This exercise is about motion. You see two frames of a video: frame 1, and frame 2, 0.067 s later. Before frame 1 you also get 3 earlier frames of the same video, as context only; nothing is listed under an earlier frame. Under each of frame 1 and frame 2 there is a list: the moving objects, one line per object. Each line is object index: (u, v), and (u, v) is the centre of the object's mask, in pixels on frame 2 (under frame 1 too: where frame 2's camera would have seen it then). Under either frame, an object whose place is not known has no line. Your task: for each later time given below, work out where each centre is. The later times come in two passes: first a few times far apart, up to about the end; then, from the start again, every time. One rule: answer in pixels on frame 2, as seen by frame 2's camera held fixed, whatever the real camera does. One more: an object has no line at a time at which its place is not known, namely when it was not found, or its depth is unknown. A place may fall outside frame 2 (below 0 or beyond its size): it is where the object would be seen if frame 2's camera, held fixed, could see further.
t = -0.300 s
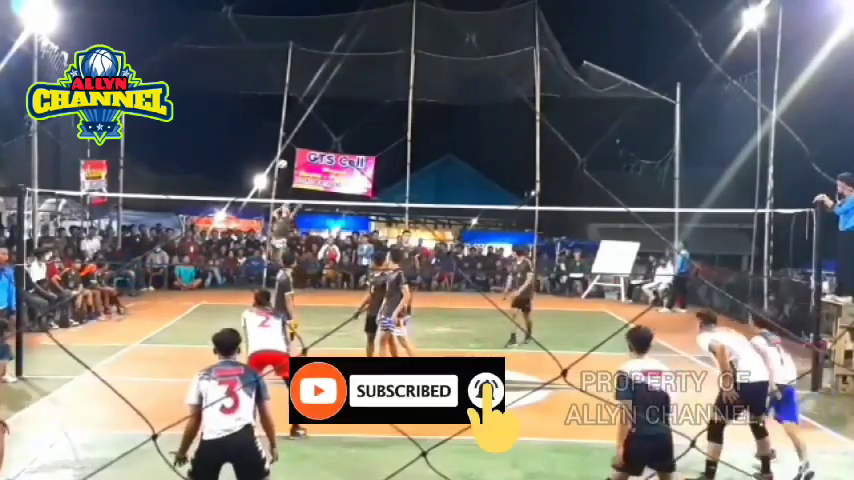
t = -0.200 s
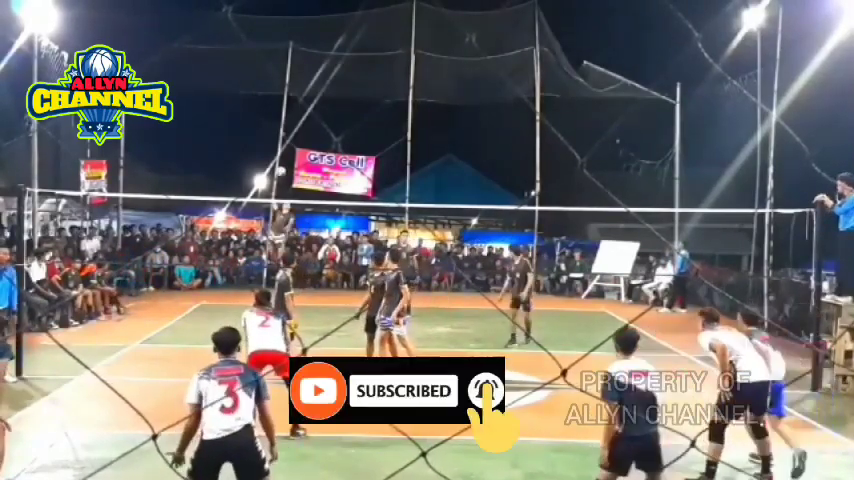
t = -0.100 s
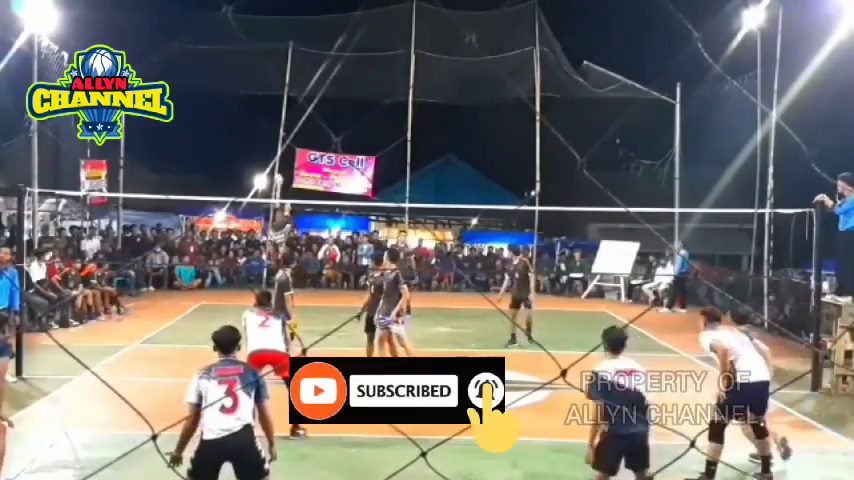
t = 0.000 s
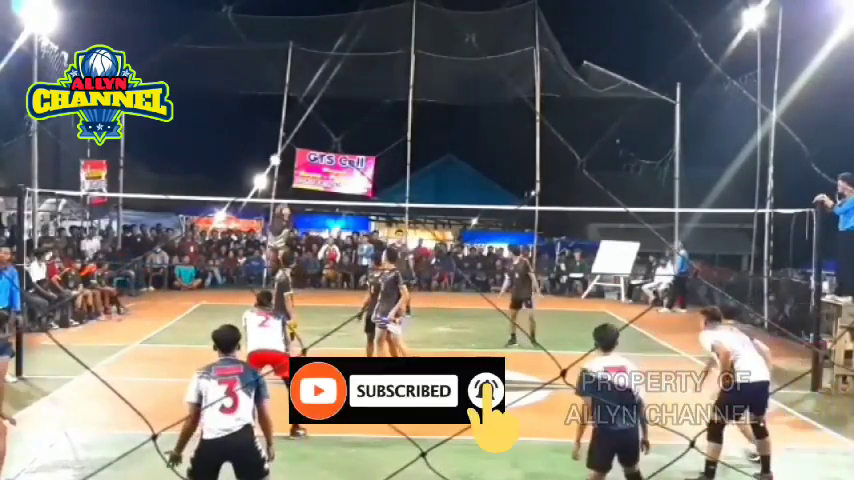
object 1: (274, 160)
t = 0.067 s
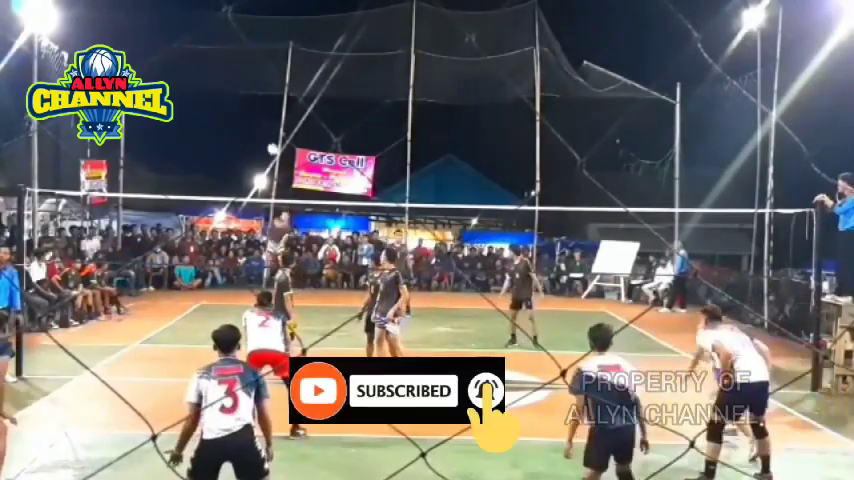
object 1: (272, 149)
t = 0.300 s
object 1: (262, 122)
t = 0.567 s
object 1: (241, 128)
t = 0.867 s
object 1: (188, 211)
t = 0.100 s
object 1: (270, 143)
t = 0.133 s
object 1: (269, 139)
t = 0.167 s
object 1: (268, 134)
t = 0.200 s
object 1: (266, 130)
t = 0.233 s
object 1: (265, 127)
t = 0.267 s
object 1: (263, 124)
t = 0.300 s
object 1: (262, 122)
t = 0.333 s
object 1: (260, 120)
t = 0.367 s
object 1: (258, 119)
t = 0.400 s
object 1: (256, 119)
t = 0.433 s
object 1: (254, 119)
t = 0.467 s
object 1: (251, 120)
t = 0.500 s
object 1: (248, 122)
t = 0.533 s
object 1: (245, 125)
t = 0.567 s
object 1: (241, 128)
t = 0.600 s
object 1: (237, 133)
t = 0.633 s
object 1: (232, 138)
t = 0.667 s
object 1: (228, 144)
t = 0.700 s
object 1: (222, 152)
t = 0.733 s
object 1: (217, 160)
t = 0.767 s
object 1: (210, 171)
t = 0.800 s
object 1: (203, 182)
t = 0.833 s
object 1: (195, 196)
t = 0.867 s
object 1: (188, 211)
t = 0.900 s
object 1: (179, 229)
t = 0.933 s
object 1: (171, 249)
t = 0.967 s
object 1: (162, 271)
